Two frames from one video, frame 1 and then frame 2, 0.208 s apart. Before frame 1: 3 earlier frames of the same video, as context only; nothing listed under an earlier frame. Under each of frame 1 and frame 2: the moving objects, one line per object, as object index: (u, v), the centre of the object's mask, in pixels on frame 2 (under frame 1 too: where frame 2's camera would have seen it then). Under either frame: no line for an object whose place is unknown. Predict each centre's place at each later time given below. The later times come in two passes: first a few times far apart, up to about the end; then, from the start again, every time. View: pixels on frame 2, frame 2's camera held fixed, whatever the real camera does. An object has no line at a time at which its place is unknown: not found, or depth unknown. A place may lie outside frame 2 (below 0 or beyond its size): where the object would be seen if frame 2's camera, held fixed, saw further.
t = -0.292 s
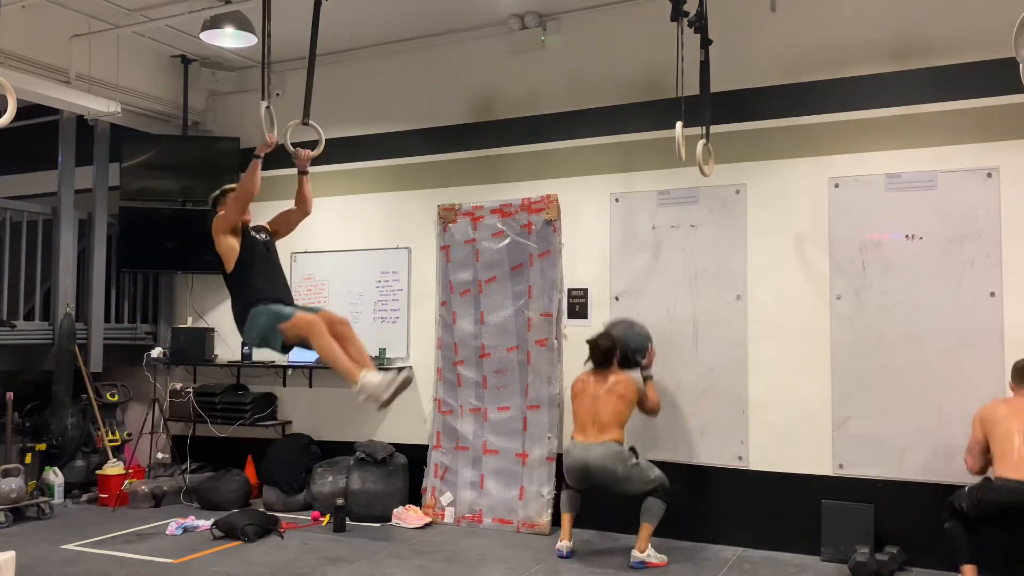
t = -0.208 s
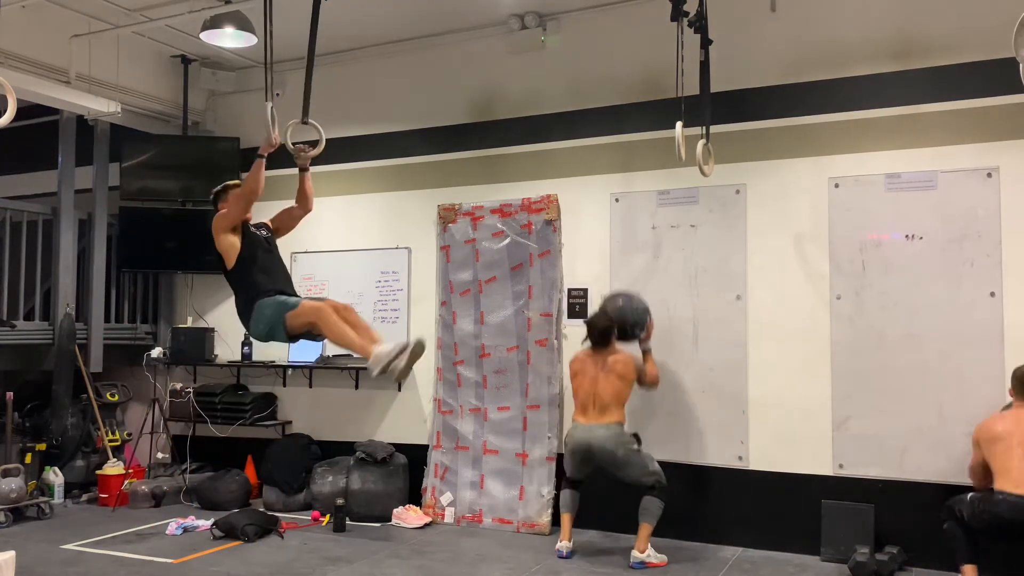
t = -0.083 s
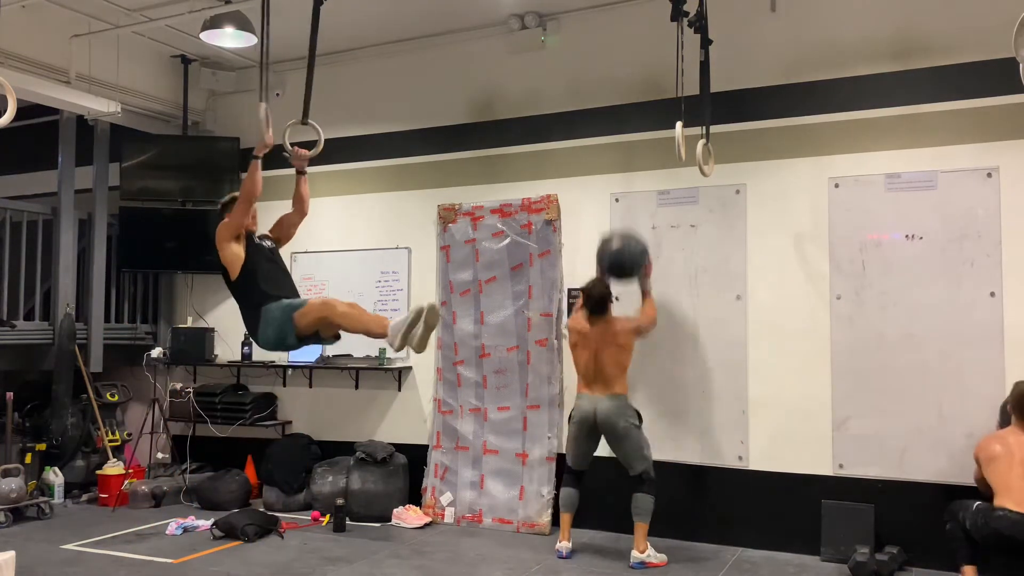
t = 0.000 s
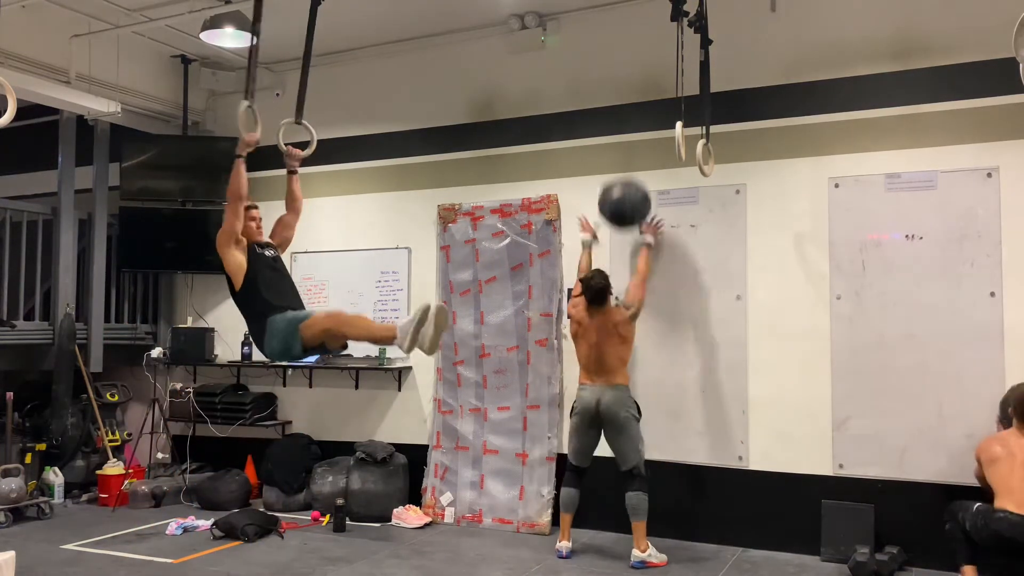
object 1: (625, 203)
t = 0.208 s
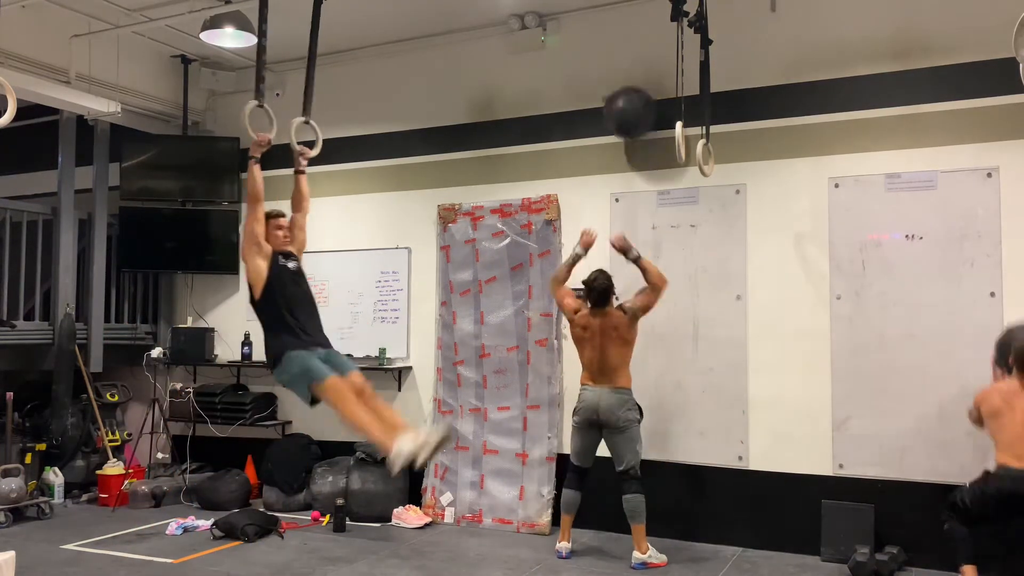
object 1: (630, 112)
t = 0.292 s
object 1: (631, 95)
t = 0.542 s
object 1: (631, 96)
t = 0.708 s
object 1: (627, 142)
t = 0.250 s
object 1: (631, 103)
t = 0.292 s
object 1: (631, 95)
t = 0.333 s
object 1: (632, 90)
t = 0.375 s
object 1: (633, 87)
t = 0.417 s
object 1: (633, 87)
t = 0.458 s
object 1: (633, 88)
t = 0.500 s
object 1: (631, 90)
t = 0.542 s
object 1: (631, 96)
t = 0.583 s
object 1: (630, 104)
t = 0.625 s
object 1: (630, 112)
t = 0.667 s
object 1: (627, 125)
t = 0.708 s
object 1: (627, 142)
